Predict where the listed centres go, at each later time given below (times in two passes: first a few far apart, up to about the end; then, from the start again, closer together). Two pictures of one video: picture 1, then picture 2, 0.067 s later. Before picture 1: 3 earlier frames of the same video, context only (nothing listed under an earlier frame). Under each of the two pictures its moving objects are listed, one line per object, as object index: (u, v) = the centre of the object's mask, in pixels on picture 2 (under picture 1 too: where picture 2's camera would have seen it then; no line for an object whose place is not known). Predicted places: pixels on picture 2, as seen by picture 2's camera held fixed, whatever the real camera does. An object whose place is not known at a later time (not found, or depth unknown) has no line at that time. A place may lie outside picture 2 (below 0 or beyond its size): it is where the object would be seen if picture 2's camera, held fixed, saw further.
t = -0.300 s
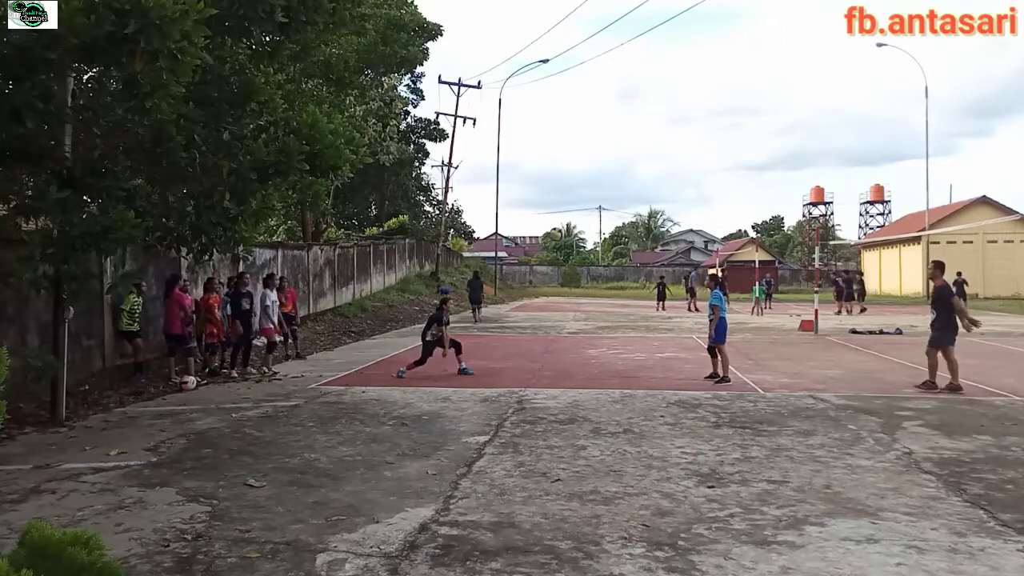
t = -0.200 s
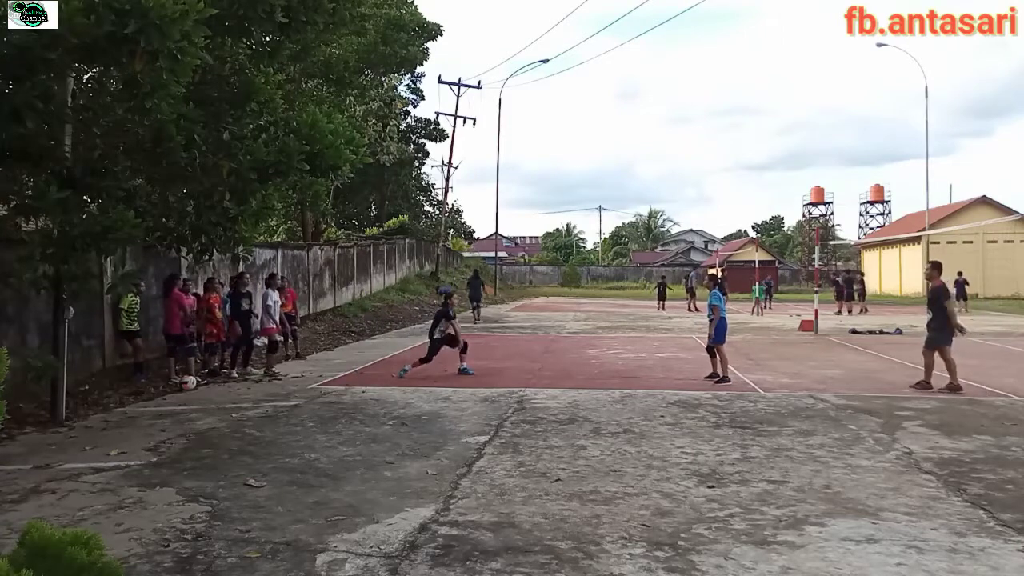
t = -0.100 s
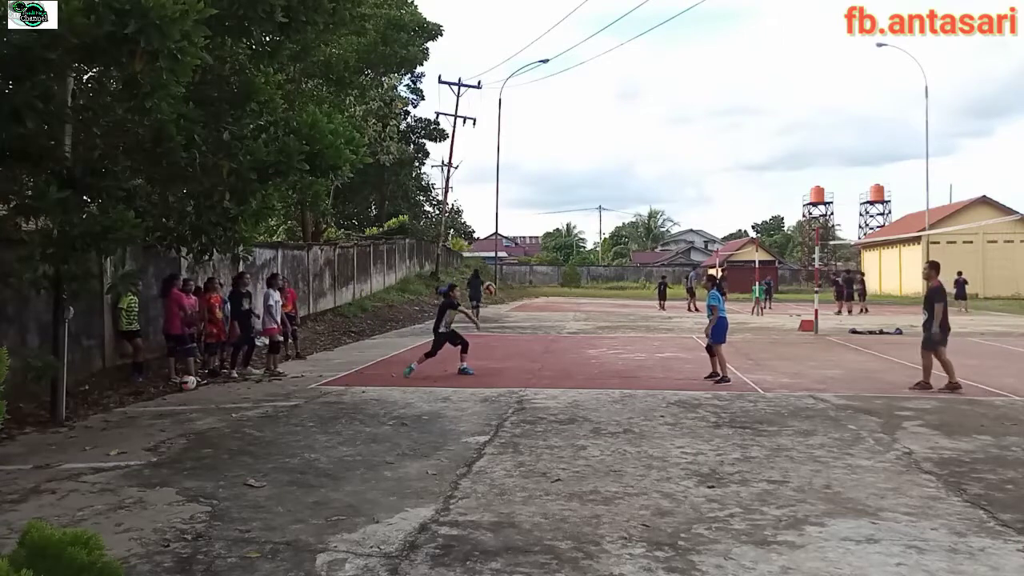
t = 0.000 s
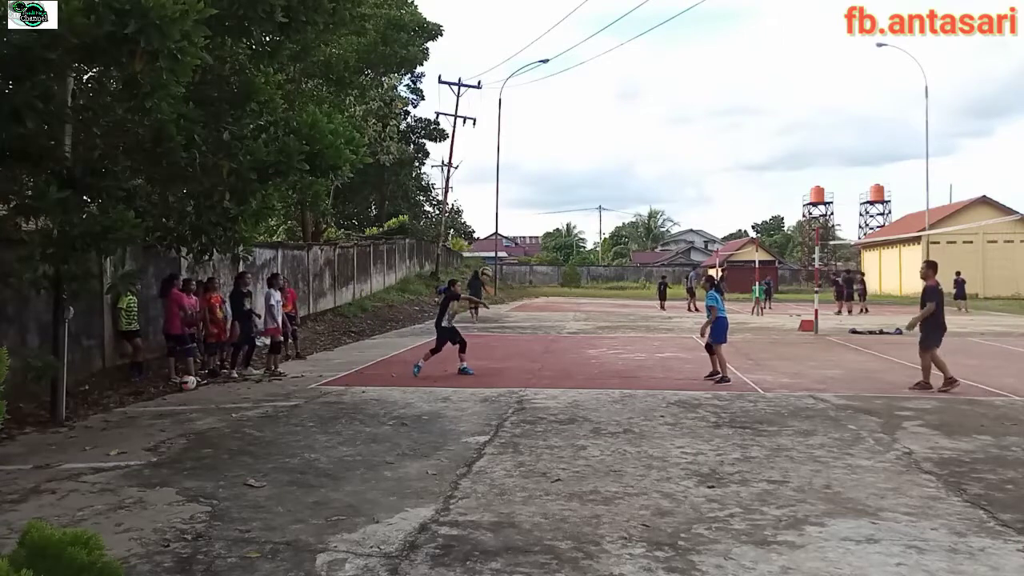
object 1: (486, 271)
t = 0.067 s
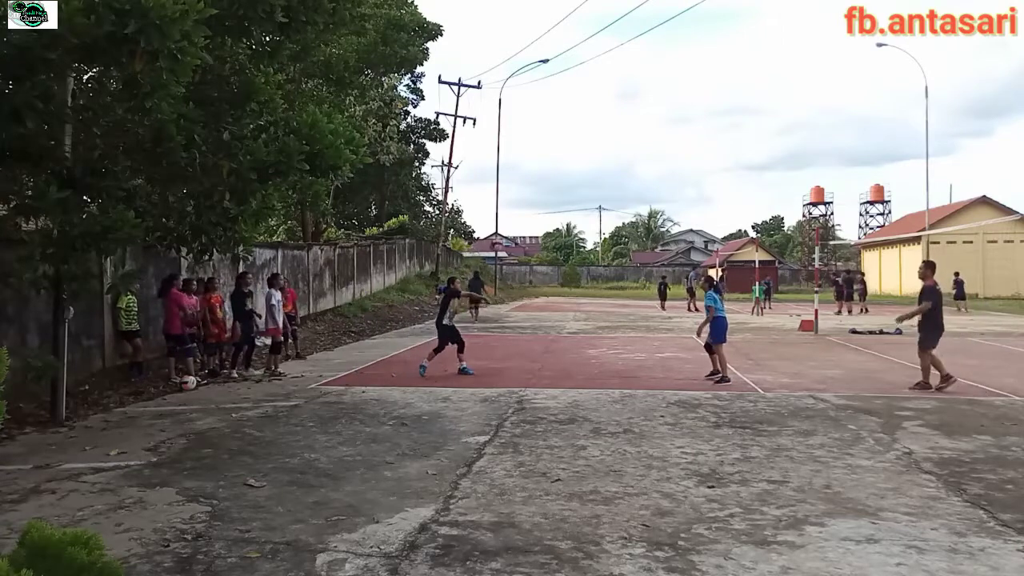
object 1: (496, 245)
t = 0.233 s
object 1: (522, 186)
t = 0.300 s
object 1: (532, 168)
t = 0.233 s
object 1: (522, 186)
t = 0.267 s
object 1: (527, 176)
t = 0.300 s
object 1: (532, 168)
